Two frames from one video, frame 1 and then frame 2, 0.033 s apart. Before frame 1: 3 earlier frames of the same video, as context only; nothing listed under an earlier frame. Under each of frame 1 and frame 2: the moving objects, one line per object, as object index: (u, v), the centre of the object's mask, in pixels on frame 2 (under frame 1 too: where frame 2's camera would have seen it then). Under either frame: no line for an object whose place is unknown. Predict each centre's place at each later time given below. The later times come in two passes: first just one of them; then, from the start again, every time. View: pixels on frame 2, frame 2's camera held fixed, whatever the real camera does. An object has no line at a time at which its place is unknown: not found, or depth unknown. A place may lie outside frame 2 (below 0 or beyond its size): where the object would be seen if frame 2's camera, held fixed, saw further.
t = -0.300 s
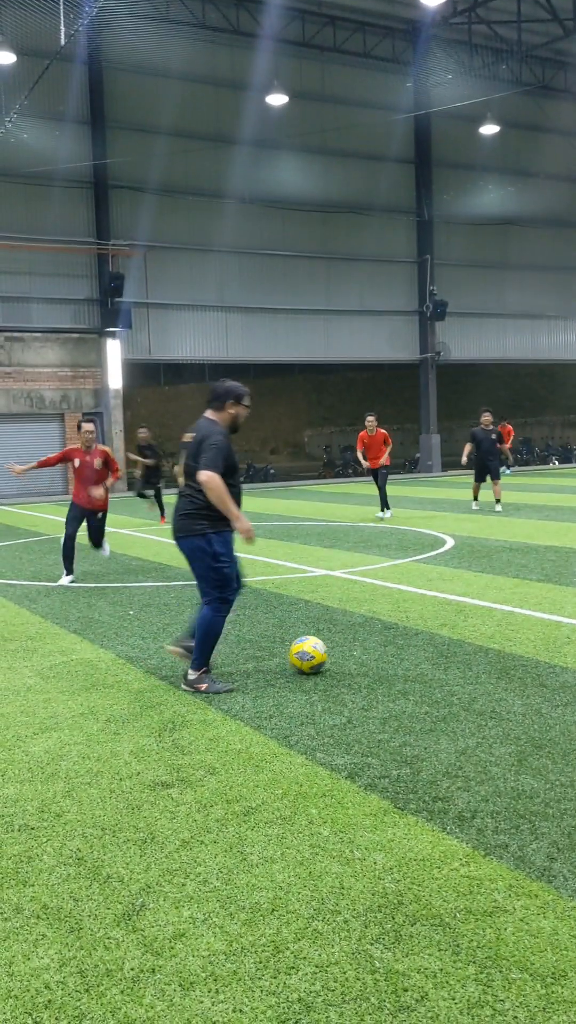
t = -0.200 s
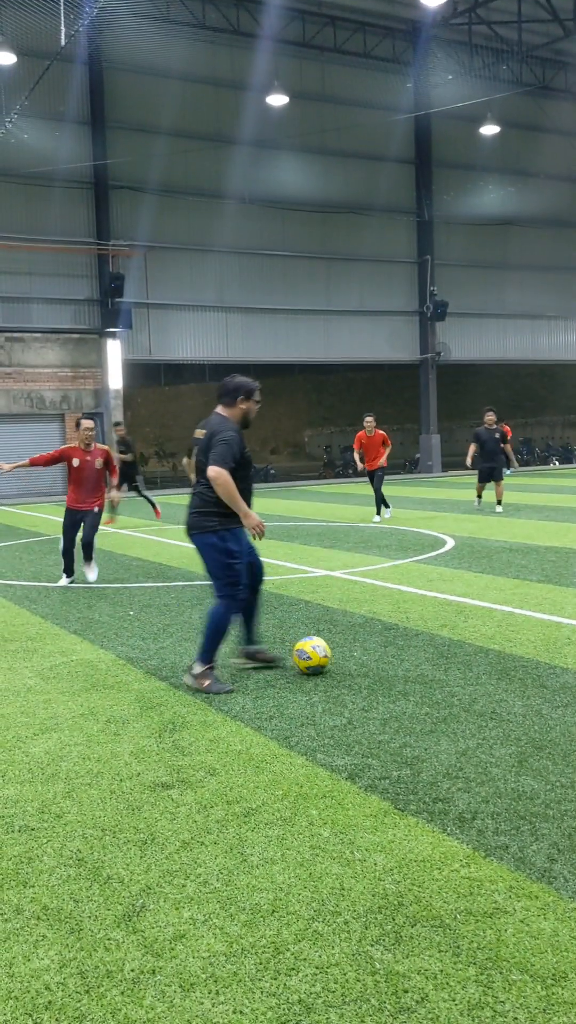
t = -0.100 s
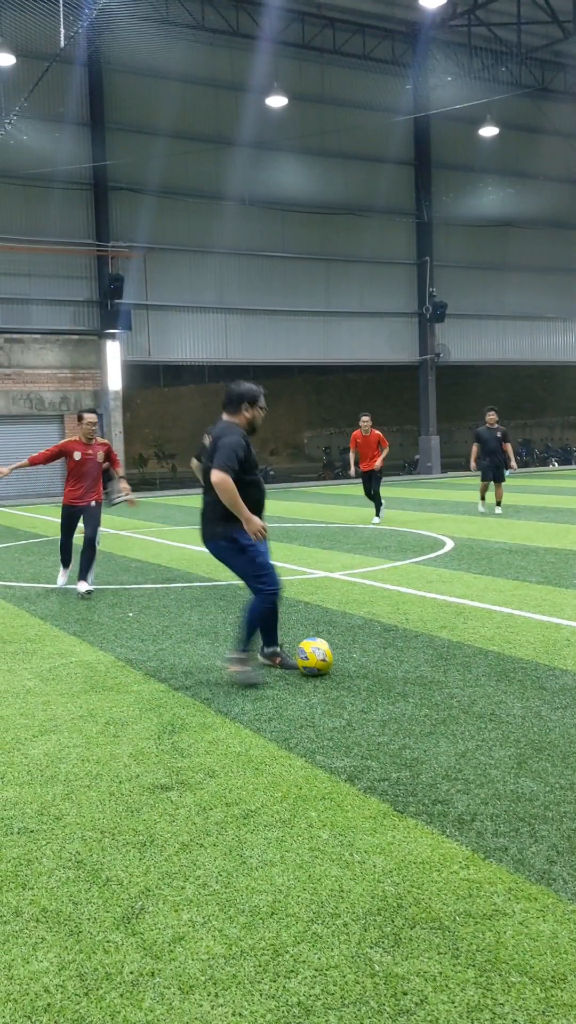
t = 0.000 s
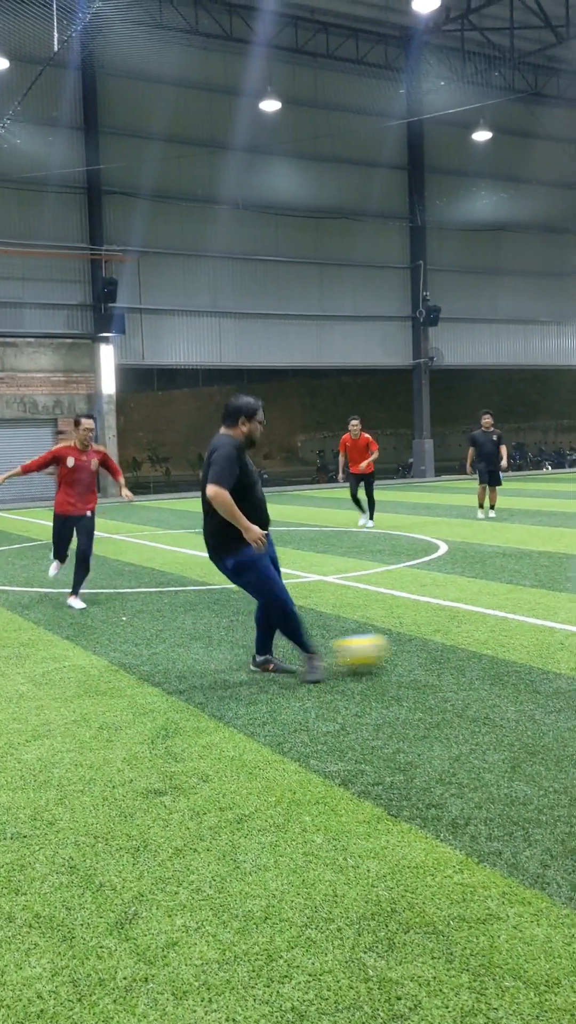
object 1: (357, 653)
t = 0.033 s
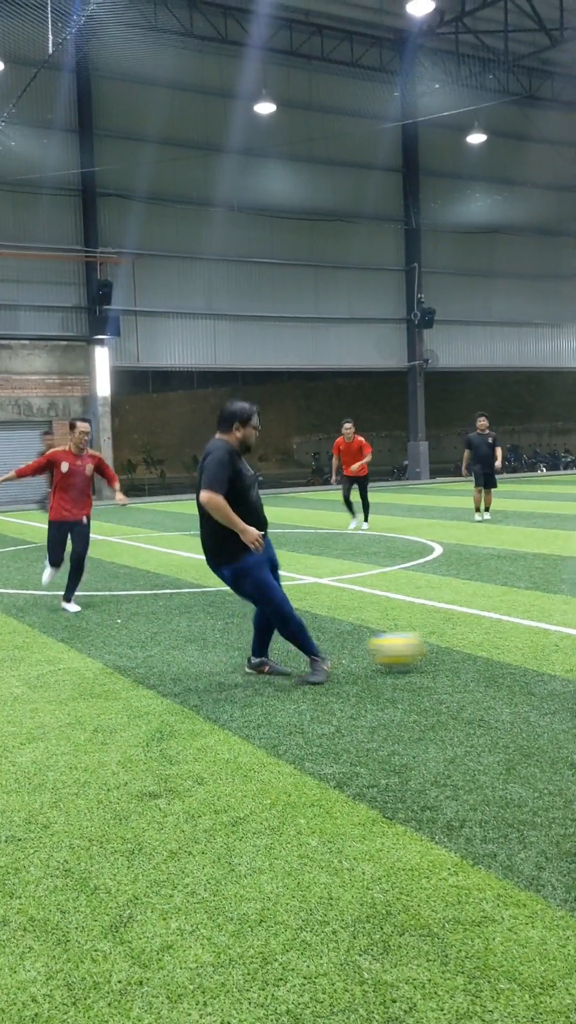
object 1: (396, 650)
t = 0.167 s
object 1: (545, 640)
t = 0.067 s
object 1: (436, 646)
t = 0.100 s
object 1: (475, 646)
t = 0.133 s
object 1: (512, 644)
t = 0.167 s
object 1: (545, 640)
